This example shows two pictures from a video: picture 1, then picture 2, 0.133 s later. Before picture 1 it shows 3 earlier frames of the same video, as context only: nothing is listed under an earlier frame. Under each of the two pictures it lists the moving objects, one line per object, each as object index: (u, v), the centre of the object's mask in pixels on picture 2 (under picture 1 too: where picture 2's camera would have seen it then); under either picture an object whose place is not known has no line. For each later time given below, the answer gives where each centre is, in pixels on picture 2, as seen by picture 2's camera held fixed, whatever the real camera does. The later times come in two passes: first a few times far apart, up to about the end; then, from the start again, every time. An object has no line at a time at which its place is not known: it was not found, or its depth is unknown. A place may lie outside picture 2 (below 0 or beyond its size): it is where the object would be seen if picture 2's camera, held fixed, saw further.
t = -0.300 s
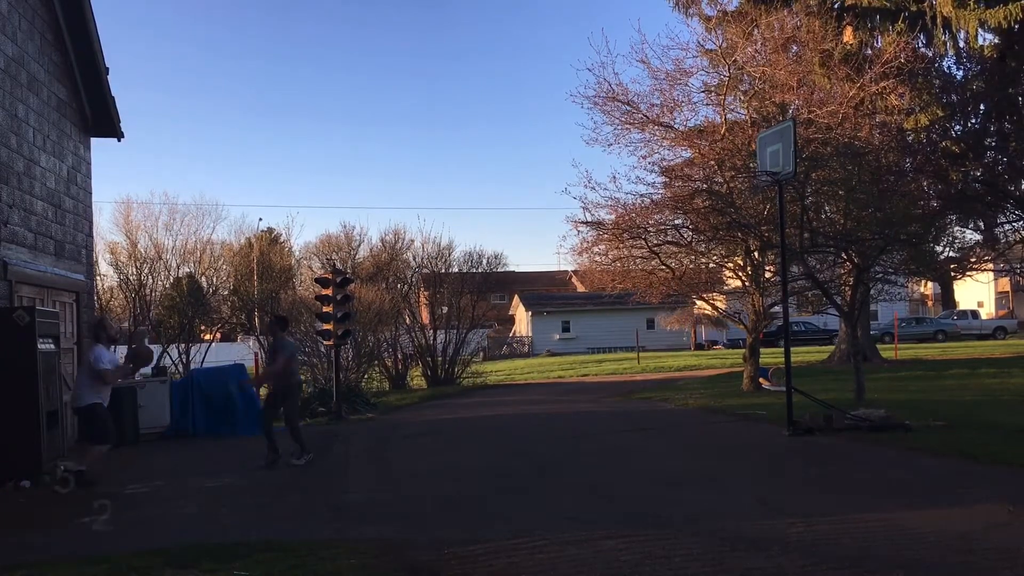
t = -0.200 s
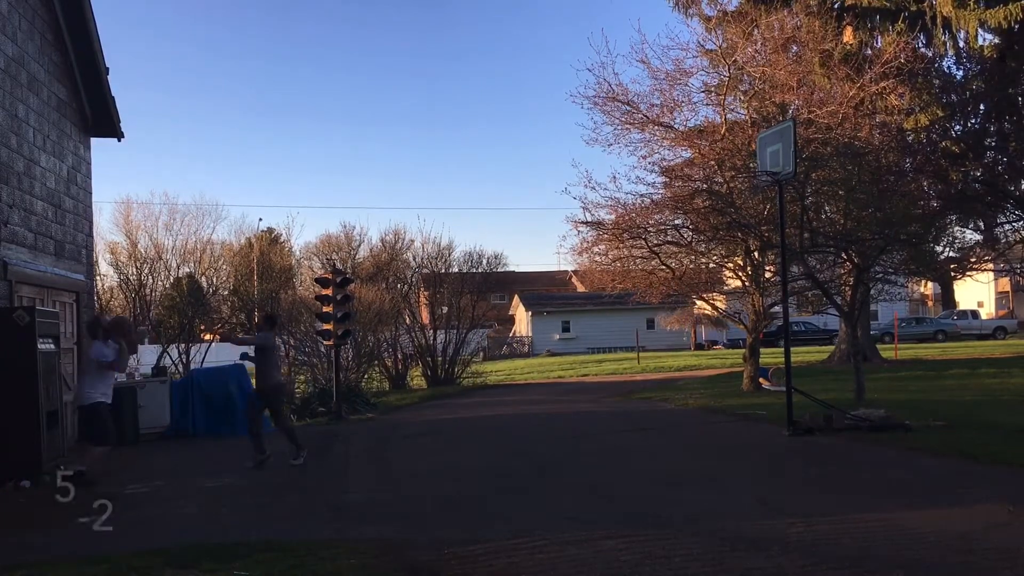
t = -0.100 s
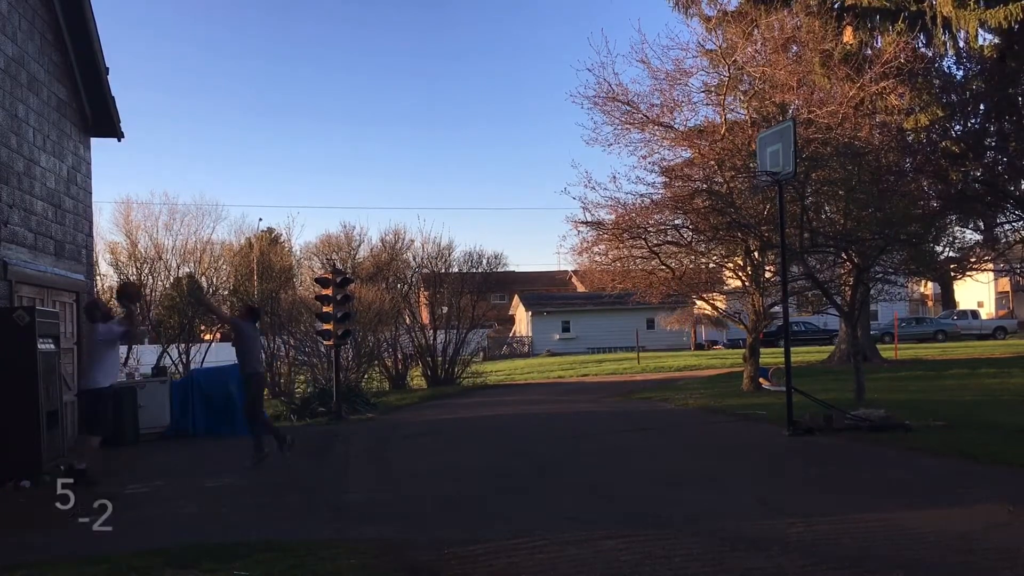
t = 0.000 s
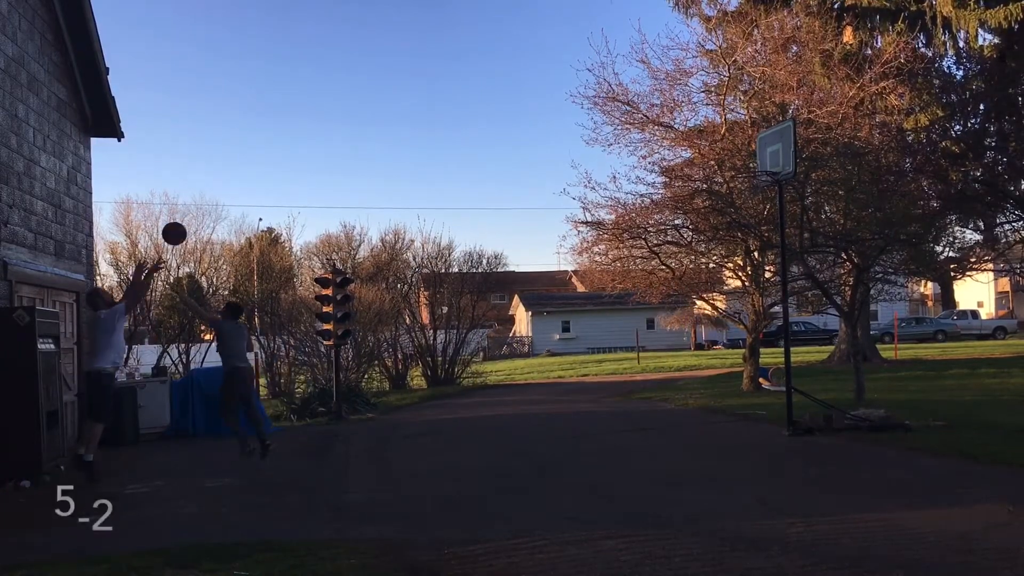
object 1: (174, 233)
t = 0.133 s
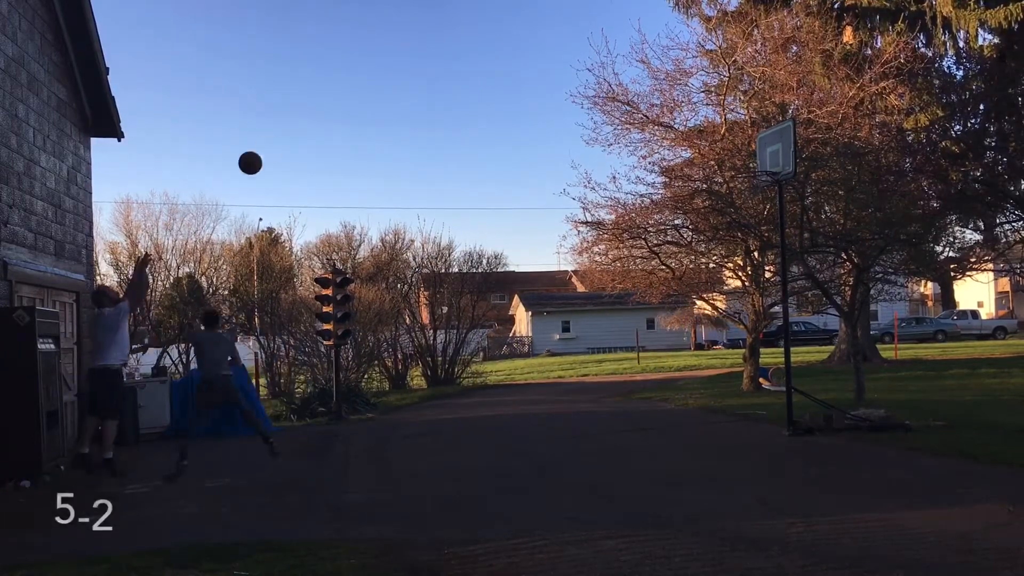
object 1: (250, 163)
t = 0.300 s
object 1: (339, 103)
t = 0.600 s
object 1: (487, 60)
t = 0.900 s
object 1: (621, 94)
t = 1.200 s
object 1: (712, 170)
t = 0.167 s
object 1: (269, 148)
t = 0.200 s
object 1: (286, 135)
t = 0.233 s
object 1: (304, 123)
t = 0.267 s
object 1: (322, 112)
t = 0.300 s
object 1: (339, 103)
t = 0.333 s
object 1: (357, 94)
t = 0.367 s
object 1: (373, 86)
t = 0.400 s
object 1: (390, 79)
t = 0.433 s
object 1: (406, 74)
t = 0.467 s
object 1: (423, 69)
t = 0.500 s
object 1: (439, 65)
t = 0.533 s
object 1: (455, 63)
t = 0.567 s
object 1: (471, 61)
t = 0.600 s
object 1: (487, 60)
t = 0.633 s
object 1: (502, 61)
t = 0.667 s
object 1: (517, 62)
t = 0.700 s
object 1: (533, 64)
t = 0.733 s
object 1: (547, 67)
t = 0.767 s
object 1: (563, 71)
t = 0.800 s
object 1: (578, 75)
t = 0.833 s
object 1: (592, 81)
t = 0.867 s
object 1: (607, 87)
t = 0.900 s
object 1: (621, 94)
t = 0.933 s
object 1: (636, 102)
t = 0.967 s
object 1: (650, 111)
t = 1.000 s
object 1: (664, 121)
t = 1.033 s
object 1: (677, 131)
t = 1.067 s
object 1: (692, 143)
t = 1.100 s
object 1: (705, 154)
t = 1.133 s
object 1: (719, 167)
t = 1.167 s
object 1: (720, 171)
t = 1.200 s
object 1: (712, 170)
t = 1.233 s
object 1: (703, 168)
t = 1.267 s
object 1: (694, 168)
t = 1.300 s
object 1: (686, 169)
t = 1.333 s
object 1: (679, 170)
